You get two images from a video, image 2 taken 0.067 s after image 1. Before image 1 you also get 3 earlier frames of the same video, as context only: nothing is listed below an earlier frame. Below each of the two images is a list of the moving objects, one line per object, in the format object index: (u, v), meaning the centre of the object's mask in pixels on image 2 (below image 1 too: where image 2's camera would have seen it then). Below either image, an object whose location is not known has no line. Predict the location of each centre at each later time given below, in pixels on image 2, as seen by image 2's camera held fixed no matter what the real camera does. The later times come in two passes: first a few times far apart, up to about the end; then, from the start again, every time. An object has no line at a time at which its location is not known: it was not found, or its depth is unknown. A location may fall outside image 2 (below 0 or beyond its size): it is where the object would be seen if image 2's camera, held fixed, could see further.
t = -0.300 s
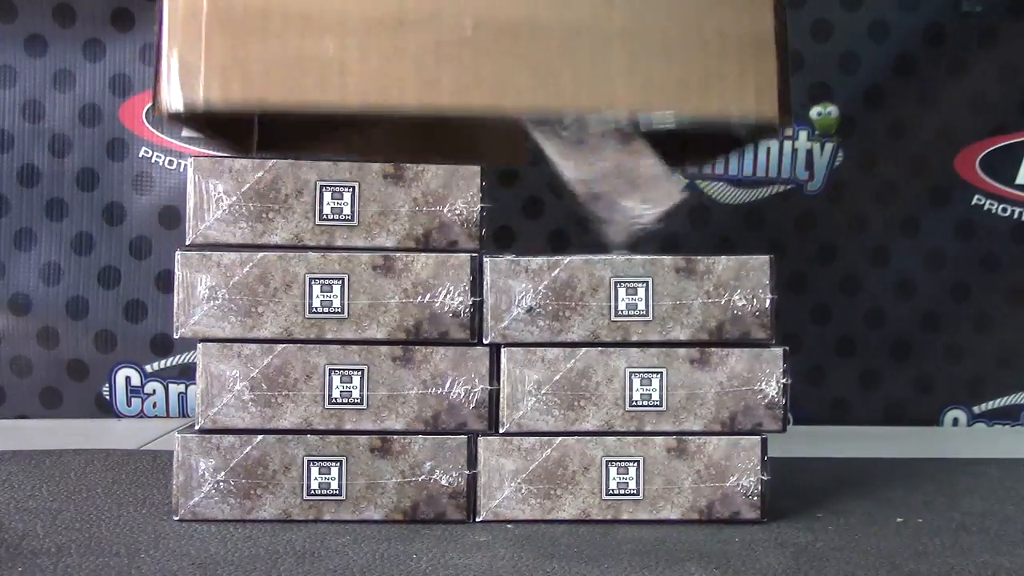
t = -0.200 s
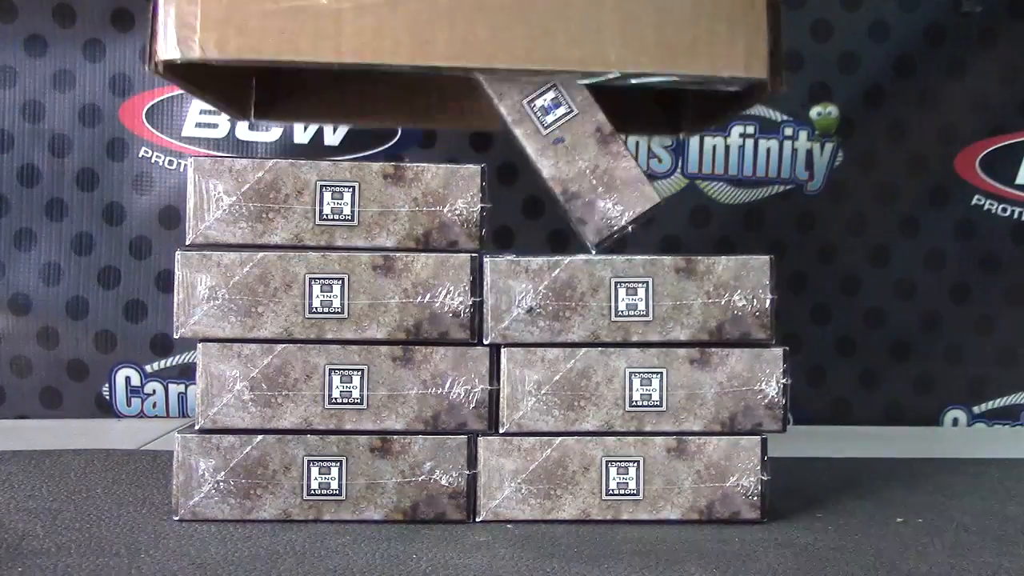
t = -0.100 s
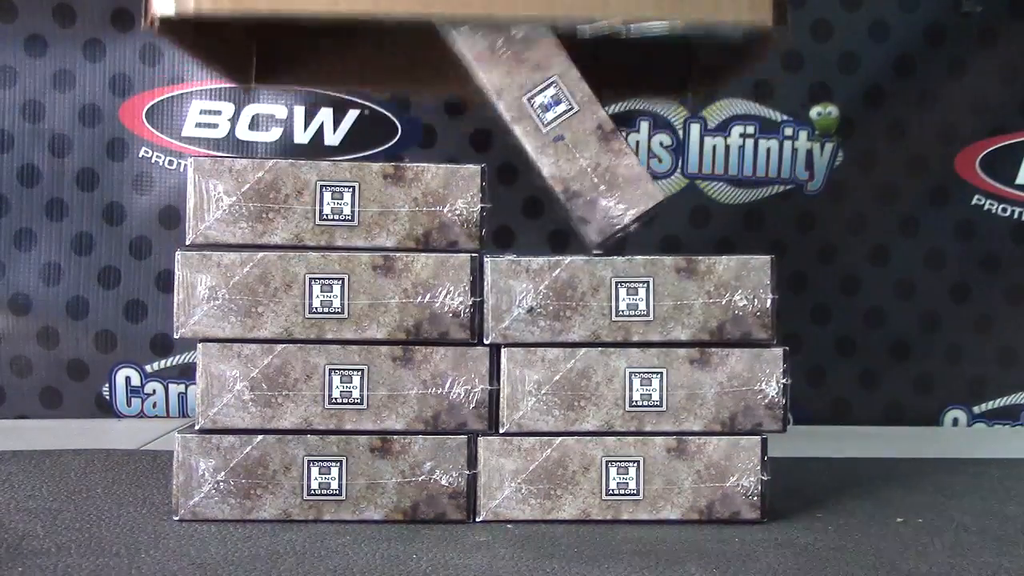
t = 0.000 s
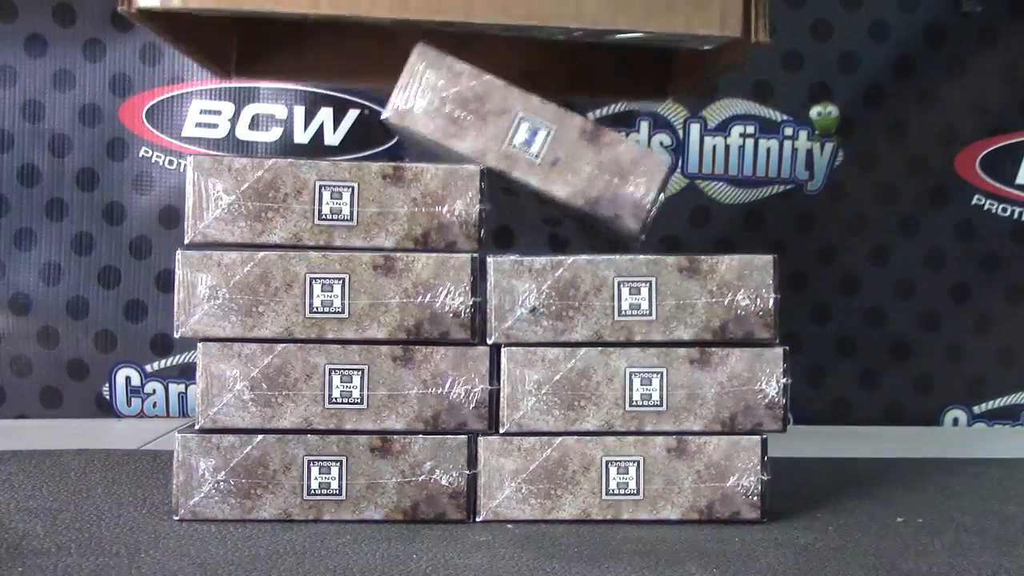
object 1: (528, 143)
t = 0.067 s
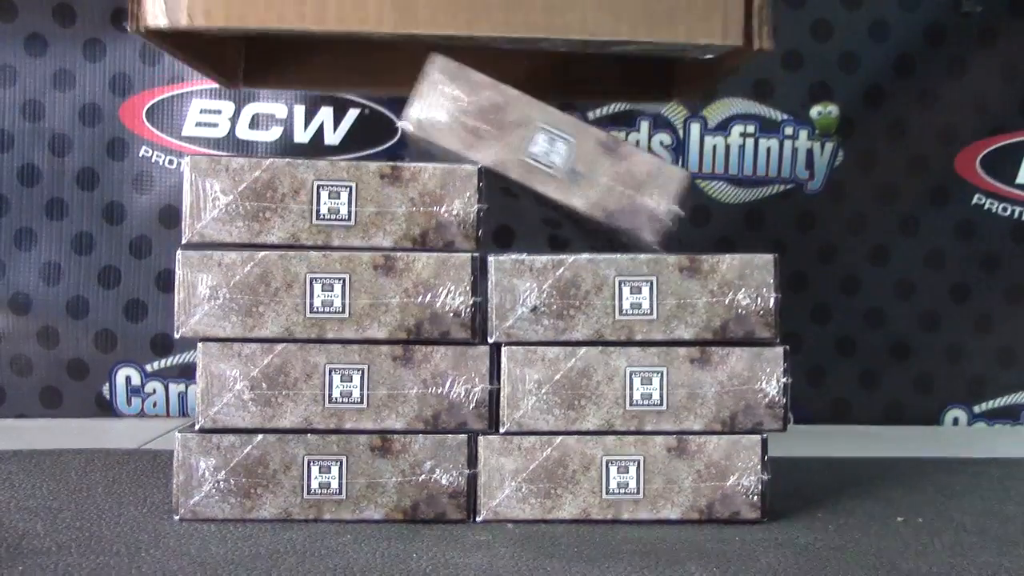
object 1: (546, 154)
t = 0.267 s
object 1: (591, 167)
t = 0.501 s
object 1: (602, 170)
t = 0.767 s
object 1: (610, 171)
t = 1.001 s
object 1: (622, 173)
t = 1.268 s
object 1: (624, 210)
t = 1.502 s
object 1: (624, 210)
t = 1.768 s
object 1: (624, 210)
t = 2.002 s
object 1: (624, 210)
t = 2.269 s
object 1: (625, 210)
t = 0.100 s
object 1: (559, 160)
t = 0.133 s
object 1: (568, 162)
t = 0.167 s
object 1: (574, 163)
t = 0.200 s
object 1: (580, 165)
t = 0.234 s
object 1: (586, 166)
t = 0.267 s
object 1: (591, 167)
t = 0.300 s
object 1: (595, 168)
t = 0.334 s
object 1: (597, 167)
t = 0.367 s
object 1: (600, 170)
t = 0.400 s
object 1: (601, 170)
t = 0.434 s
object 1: (601, 170)
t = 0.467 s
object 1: (602, 170)
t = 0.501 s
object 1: (602, 170)
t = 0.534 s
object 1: (603, 170)
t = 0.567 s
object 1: (603, 170)
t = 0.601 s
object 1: (604, 171)
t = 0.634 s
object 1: (604, 171)
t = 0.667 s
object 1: (606, 171)
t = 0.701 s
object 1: (607, 171)
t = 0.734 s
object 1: (609, 171)
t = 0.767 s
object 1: (610, 171)
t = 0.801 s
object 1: (611, 171)
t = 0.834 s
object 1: (612, 171)
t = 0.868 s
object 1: (614, 172)
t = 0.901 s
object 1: (615, 172)
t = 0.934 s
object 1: (617, 173)
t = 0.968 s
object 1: (620, 173)
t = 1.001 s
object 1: (622, 173)
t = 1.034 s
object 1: (623, 171)
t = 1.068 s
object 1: (622, 183)
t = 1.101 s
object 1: (623, 208)
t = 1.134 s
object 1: (624, 209)
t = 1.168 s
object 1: (624, 210)
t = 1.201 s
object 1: (624, 209)
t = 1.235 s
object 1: (624, 210)
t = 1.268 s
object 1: (624, 210)
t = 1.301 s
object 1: (624, 210)
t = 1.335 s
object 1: (624, 210)
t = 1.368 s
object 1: (624, 210)
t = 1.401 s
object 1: (624, 210)
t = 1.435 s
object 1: (624, 210)
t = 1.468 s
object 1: (624, 210)
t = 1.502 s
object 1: (624, 210)
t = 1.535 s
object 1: (624, 210)
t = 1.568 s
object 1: (624, 210)
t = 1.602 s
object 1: (625, 210)
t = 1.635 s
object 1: (624, 210)
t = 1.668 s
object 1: (624, 210)
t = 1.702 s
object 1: (624, 210)
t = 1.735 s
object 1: (624, 210)
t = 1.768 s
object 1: (624, 210)
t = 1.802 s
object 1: (624, 210)
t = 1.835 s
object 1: (624, 210)
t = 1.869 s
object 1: (624, 210)
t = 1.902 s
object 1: (624, 210)
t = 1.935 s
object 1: (624, 210)
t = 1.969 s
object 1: (624, 210)
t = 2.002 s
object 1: (624, 210)
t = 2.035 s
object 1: (624, 210)
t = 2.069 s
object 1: (624, 210)
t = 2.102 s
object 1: (624, 210)
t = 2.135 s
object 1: (624, 210)
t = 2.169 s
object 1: (624, 210)
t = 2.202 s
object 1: (624, 210)
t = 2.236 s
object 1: (624, 210)
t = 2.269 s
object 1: (625, 210)
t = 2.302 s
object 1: (624, 210)
